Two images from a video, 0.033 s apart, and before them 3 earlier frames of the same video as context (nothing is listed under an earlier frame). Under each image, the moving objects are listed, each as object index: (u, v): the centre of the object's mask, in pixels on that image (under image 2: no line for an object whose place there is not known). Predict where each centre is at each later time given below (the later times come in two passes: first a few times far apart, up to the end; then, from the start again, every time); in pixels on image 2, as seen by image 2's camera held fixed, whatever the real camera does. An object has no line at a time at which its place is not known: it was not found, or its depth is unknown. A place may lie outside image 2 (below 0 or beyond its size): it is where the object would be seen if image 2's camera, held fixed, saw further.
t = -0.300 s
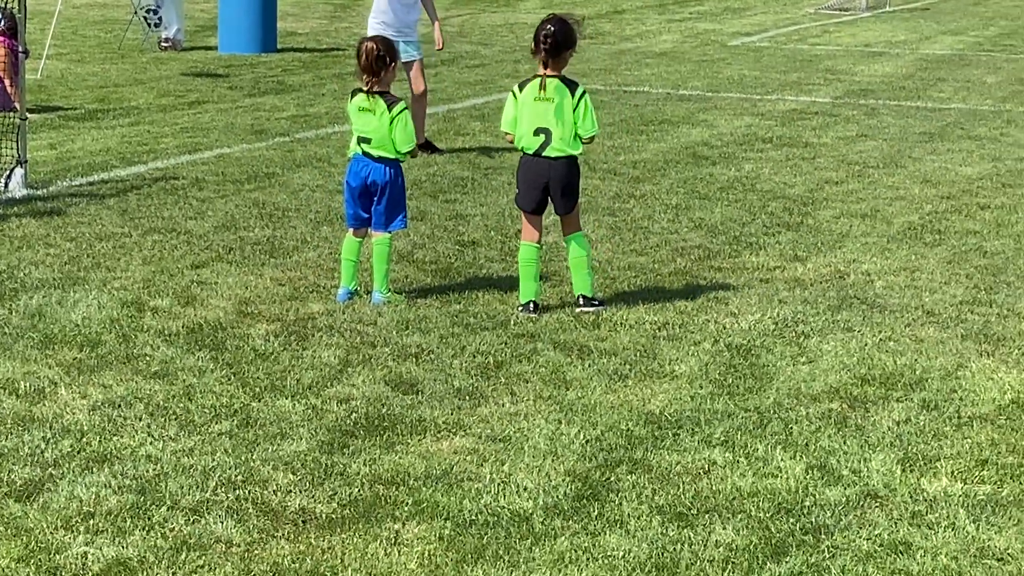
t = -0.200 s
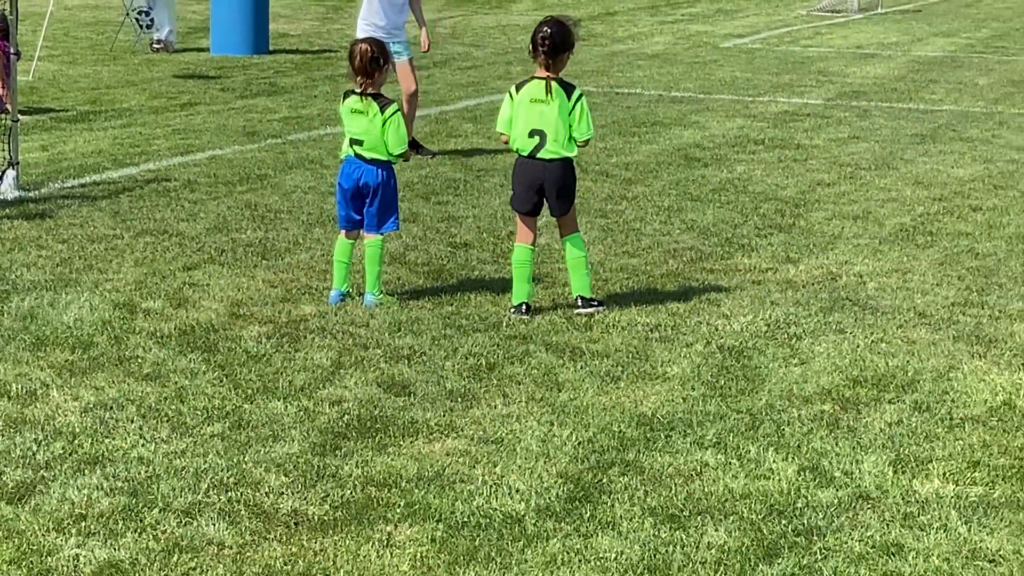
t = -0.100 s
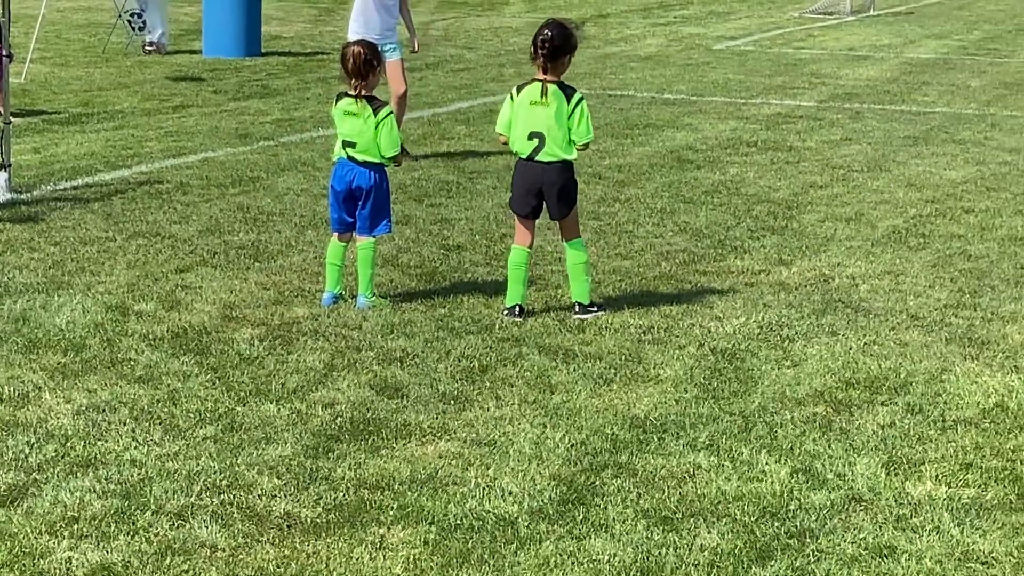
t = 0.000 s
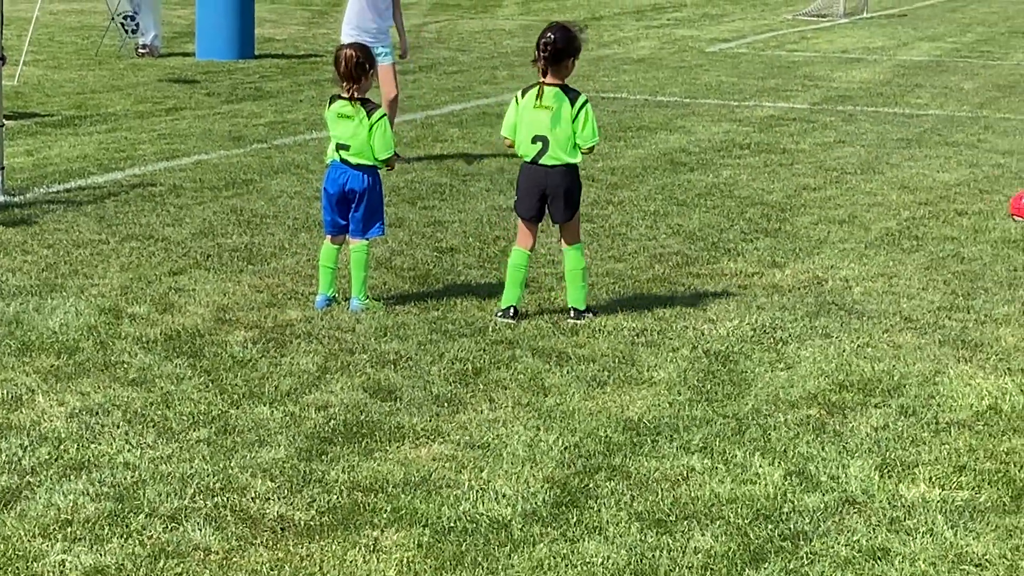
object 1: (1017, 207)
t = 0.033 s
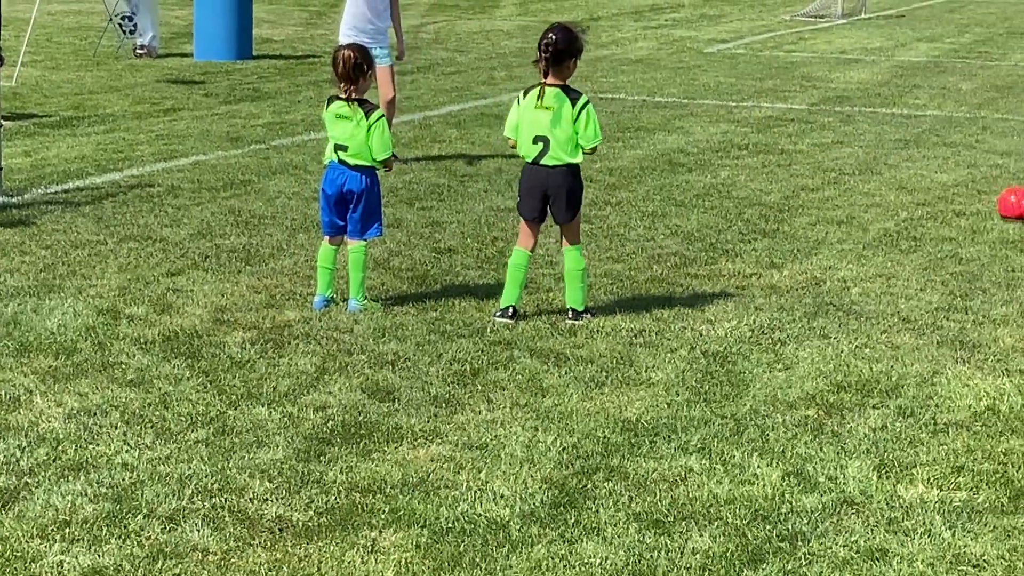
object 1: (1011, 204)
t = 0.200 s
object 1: (964, 210)
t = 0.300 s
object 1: (940, 211)
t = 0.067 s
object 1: (1005, 203)
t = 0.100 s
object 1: (994, 204)
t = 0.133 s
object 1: (984, 206)
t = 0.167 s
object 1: (973, 209)
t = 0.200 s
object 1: (964, 210)
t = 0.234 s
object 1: (956, 210)
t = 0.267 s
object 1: (949, 210)
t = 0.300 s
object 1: (940, 211)
